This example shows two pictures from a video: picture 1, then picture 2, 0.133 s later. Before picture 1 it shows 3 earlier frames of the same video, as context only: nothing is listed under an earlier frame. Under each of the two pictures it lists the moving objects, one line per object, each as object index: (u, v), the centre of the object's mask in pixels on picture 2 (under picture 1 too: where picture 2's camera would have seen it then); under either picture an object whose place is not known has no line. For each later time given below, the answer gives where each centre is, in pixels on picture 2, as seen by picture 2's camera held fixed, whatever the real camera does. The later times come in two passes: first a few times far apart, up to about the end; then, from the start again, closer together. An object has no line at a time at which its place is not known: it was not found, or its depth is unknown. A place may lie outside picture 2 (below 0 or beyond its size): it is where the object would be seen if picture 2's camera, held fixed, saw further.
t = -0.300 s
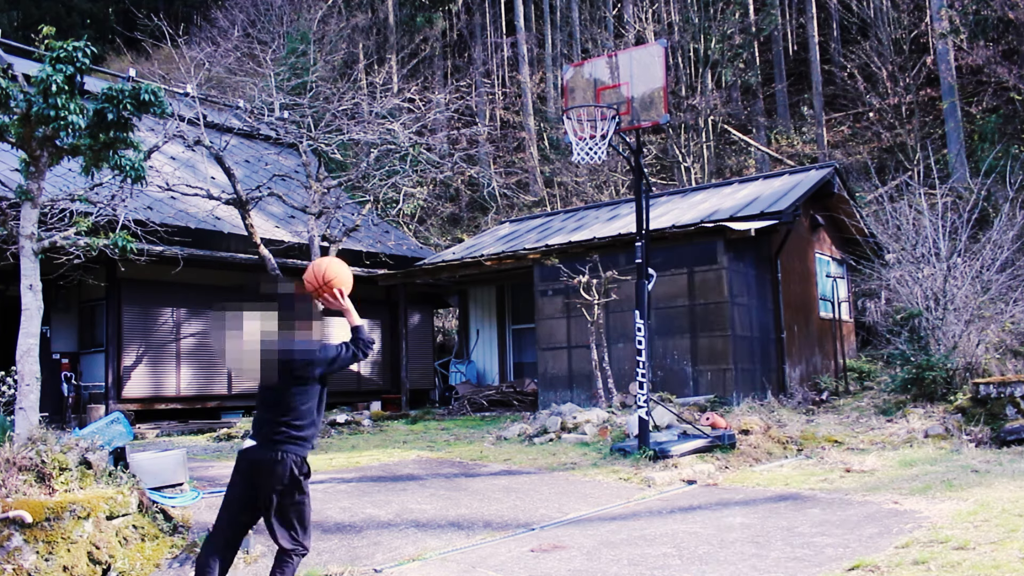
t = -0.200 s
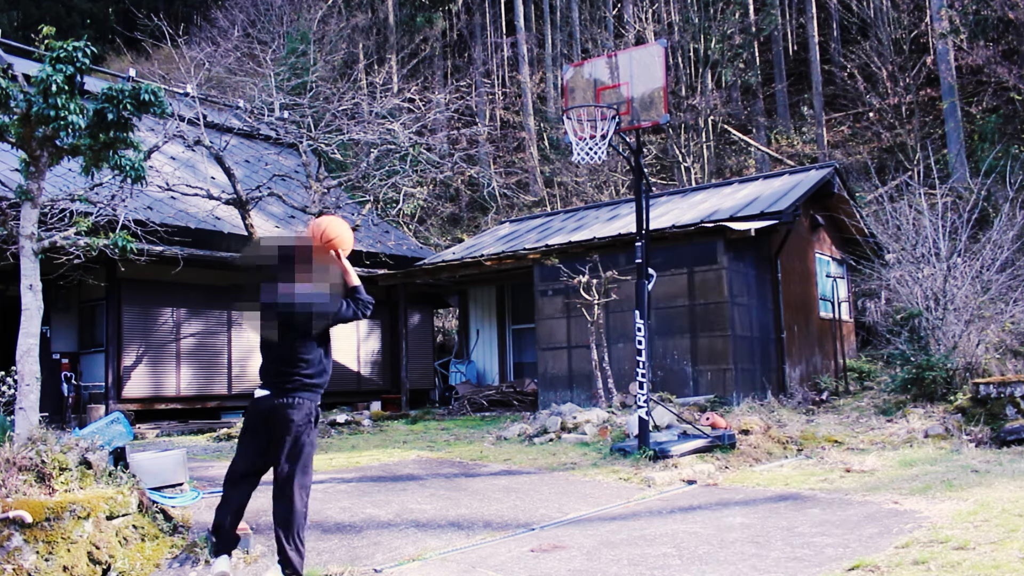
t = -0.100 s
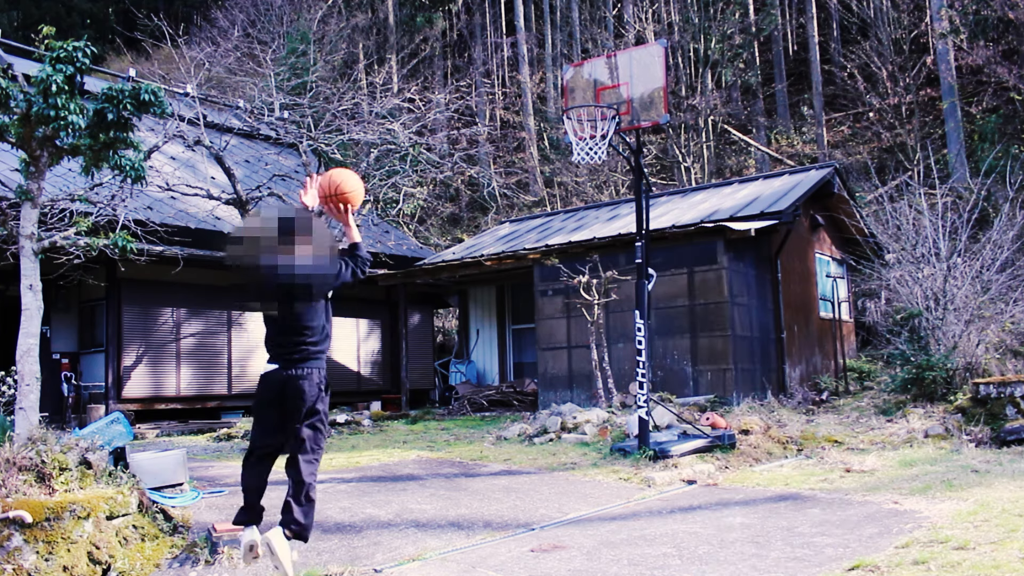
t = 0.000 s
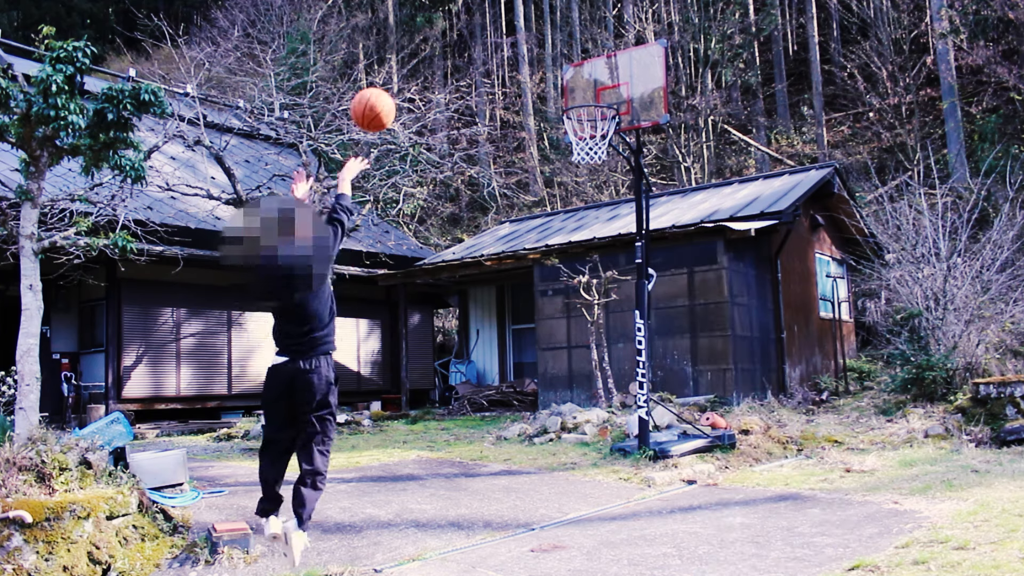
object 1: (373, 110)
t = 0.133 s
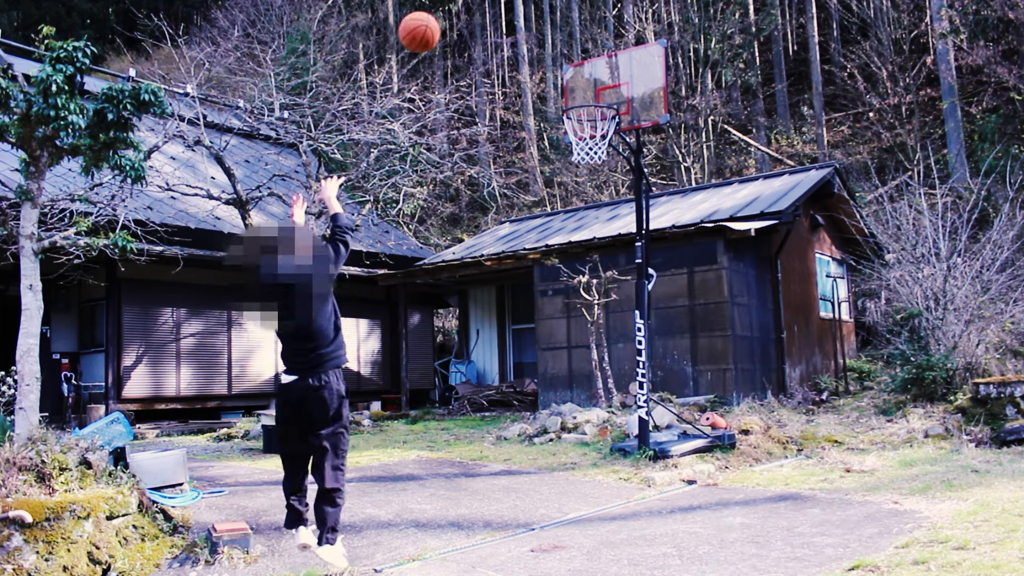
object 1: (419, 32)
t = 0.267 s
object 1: (459, 5)
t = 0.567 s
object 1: (531, 5)
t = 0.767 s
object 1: (571, 52)
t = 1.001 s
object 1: (607, 148)
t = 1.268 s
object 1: (617, 221)
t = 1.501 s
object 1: (622, 338)
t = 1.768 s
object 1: (600, 399)
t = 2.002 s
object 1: (562, 368)
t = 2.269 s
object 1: (521, 402)
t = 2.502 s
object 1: (484, 439)
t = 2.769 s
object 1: (438, 406)
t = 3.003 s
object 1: (397, 442)
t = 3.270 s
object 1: (350, 438)
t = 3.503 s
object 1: (308, 442)
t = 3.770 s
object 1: (257, 466)
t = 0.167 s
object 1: (430, 19)
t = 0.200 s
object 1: (440, 12)
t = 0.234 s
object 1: (450, 8)
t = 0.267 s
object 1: (459, 5)
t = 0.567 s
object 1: (531, 5)
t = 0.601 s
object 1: (538, 8)
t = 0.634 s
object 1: (545, 12)
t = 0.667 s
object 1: (551, 19)
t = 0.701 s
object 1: (558, 29)
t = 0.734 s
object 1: (564, 40)
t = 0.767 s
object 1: (571, 52)
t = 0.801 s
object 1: (577, 66)
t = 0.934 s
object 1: (601, 127)
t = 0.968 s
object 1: (606, 142)
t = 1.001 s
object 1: (607, 148)
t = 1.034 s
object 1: (609, 152)
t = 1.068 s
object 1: (610, 159)
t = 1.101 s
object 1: (611, 166)
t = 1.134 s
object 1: (612, 175)
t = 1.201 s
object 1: (614, 195)
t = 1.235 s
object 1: (615, 207)
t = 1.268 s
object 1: (617, 221)
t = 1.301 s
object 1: (618, 235)
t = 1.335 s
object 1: (620, 251)
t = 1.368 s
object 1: (621, 267)
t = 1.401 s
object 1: (622, 284)
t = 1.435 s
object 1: (624, 302)
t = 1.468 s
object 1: (623, 320)
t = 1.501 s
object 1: (622, 338)
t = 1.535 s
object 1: (622, 357)
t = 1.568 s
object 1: (621, 378)
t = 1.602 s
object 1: (620, 398)
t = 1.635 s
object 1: (620, 421)
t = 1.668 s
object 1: (616, 430)
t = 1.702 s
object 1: (612, 419)
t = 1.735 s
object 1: (606, 409)
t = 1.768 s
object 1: (600, 399)
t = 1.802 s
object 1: (595, 392)
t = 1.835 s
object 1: (590, 385)
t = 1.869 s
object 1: (584, 379)
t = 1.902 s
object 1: (579, 375)
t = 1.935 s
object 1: (573, 371)
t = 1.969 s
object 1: (568, 369)
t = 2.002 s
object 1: (562, 368)
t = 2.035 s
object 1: (557, 368)
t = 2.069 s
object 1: (552, 369)
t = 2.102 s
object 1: (547, 372)
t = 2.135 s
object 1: (542, 375)
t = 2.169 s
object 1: (536, 380)
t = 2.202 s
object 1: (531, 387)
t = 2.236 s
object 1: (526, 394)
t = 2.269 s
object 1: (521, 402)
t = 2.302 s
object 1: (516, 412)
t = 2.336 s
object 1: (510, 424)
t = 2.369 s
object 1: (506, 435)
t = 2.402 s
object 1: (501, 449)
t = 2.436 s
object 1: (496, 460)
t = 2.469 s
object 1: (490, 449)
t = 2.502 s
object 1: (484, 439)
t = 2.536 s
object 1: (478, 431)
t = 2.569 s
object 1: (473, 424)
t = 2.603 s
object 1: (467, 418)
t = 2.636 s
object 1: (461, 413)
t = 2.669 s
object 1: (455, 409)
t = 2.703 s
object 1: (449, 407)
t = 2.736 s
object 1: (443, 406)
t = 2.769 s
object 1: (438, 406)
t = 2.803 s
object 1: (432, 407)
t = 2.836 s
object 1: (426, 410)
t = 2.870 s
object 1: (420, 413)
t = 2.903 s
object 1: (415, 419)
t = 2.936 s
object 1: (409, 425)
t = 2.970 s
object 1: (403, 433)
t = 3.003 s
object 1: (397, 442)
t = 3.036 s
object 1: (391, 453)
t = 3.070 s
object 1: (385, 466)
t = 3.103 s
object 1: (380, 474)
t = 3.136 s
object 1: (373, 465)
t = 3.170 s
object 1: (367, 455)
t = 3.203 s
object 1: (361, 448)
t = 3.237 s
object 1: (355, 442)
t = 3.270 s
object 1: (350, 438)
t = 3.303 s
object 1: (344, 434)
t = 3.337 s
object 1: (338, 433)
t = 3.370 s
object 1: (332, 432)
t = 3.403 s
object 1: (326, 432)
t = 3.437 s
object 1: (320, 434)
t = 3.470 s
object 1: (314, 438)
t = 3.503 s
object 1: (308, 442)
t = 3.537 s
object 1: (302, 449)
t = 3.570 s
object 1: (295, 456)
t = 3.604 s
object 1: (289, 466)
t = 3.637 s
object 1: (283, 477)
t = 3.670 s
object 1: (277, 488)
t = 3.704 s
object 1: (271, 480)
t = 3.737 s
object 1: (265, 473)
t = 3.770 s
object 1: (257, 466)
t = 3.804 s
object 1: (251, 462)
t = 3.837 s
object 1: (245, 459)
